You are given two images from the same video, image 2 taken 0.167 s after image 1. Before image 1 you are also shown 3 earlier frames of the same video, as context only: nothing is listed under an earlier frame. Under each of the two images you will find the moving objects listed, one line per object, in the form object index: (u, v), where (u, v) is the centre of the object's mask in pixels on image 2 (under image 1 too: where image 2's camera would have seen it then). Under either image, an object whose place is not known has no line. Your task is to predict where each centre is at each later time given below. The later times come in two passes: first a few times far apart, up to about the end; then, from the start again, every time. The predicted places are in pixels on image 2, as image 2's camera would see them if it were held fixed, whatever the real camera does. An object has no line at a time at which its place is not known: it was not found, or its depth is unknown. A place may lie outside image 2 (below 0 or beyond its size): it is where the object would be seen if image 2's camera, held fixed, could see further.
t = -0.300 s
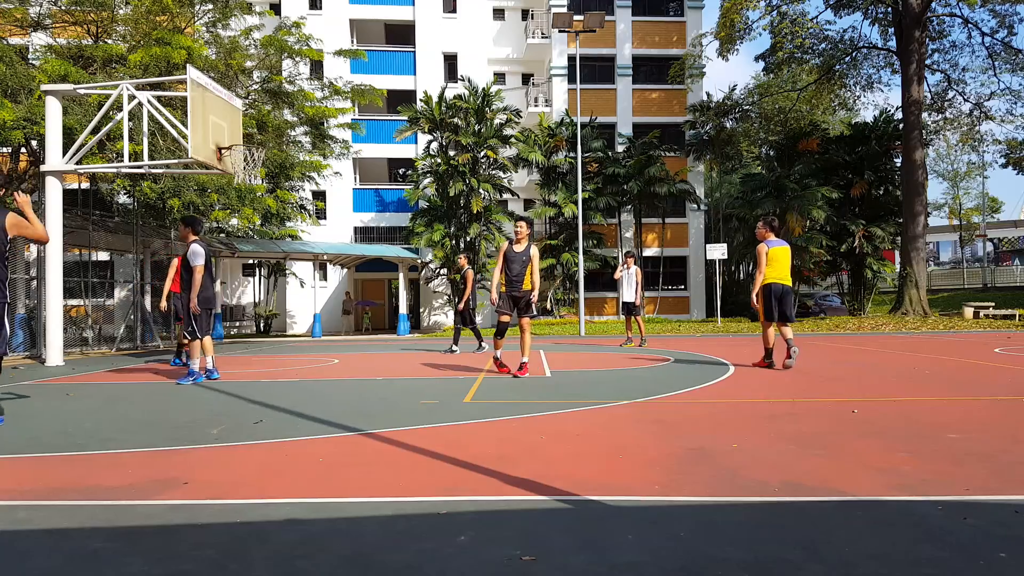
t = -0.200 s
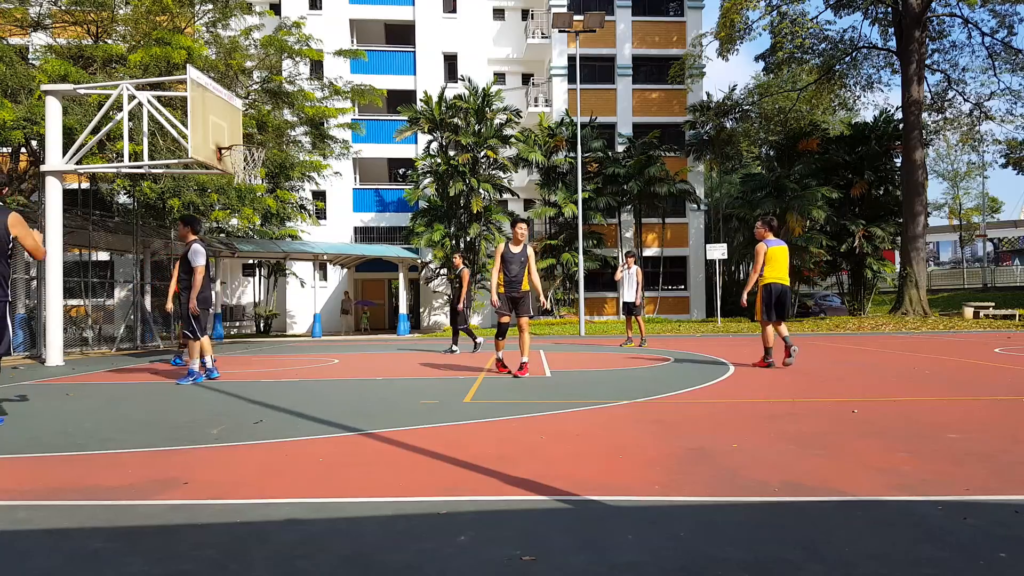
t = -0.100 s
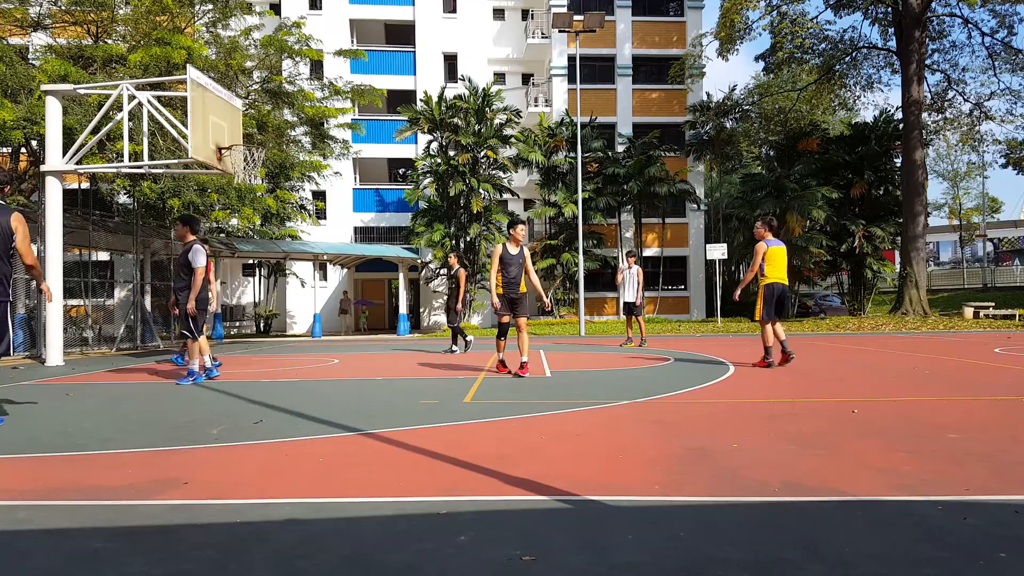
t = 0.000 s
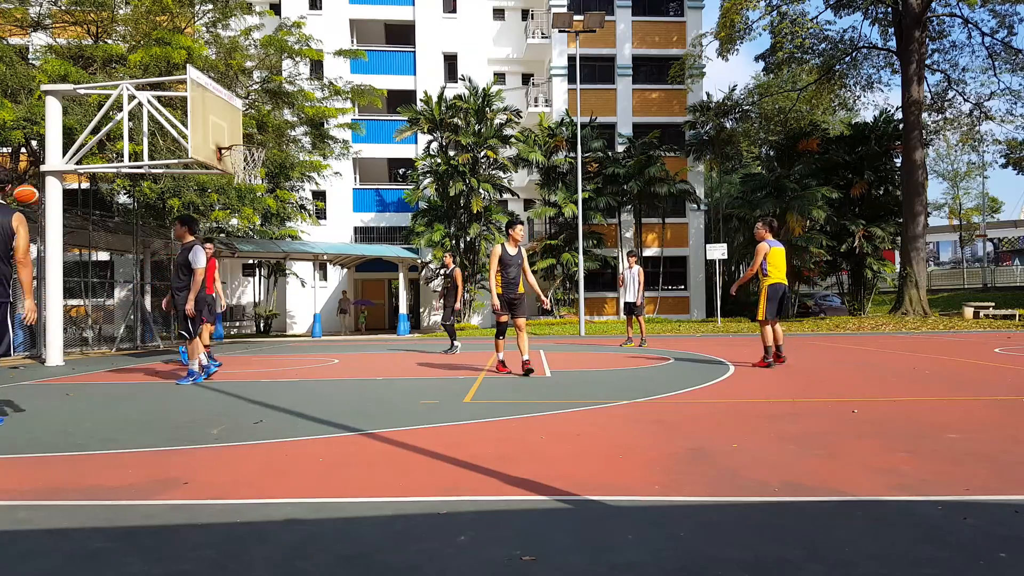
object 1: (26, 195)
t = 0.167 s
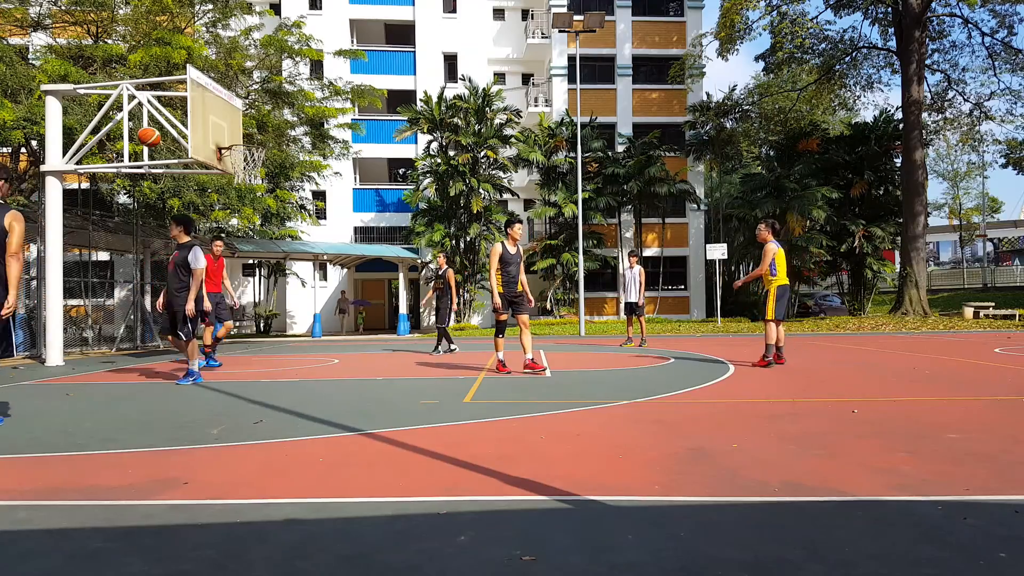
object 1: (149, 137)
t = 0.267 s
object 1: (218, 114)
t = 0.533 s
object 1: (391, 96)
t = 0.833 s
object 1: (561, 136)
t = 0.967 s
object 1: (630, 173)
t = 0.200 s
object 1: (173, 128)
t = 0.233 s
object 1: (196, 120)
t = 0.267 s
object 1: (218, 114)
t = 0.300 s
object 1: (241, 109)
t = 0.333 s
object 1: (264, 104)
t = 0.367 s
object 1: (285, 100)
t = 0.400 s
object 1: (307, 97)
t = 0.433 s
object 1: (328, 96)
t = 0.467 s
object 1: (350, 95)
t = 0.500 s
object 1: (370, 95)
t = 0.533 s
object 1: (391, 96)
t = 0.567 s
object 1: (410, 97)
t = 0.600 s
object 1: (430, 100)
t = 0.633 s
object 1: (449, 102)
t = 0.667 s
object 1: (468, 106)
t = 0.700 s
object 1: (486, 111)
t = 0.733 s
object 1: (506, 116)
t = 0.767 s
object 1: (524, 122)
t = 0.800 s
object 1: (542, 129)
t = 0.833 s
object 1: (561, 136)
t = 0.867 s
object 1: (578, 145)
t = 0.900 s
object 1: (596, 154)
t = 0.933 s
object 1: (613, 163)
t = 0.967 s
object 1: (630, 173)
